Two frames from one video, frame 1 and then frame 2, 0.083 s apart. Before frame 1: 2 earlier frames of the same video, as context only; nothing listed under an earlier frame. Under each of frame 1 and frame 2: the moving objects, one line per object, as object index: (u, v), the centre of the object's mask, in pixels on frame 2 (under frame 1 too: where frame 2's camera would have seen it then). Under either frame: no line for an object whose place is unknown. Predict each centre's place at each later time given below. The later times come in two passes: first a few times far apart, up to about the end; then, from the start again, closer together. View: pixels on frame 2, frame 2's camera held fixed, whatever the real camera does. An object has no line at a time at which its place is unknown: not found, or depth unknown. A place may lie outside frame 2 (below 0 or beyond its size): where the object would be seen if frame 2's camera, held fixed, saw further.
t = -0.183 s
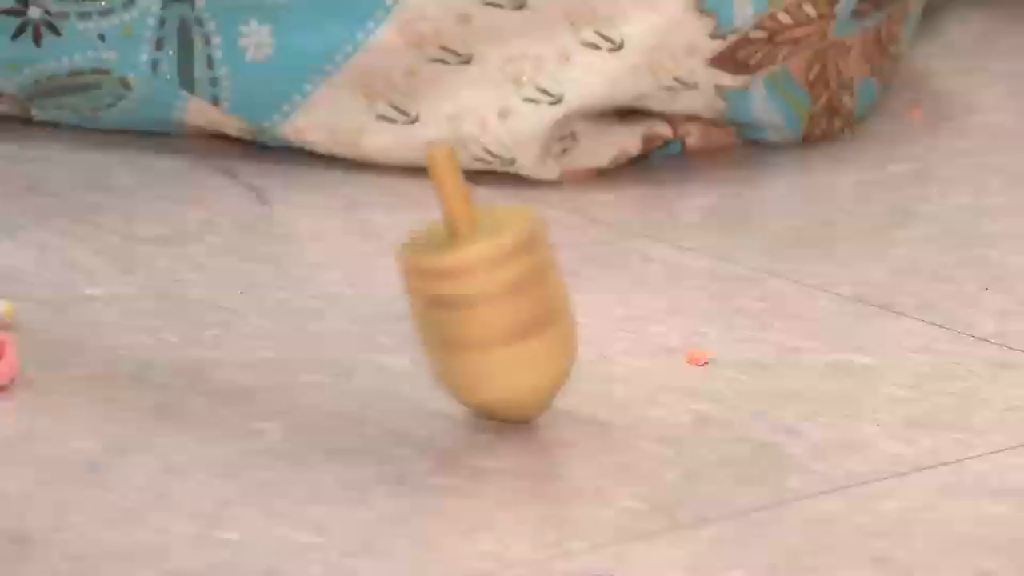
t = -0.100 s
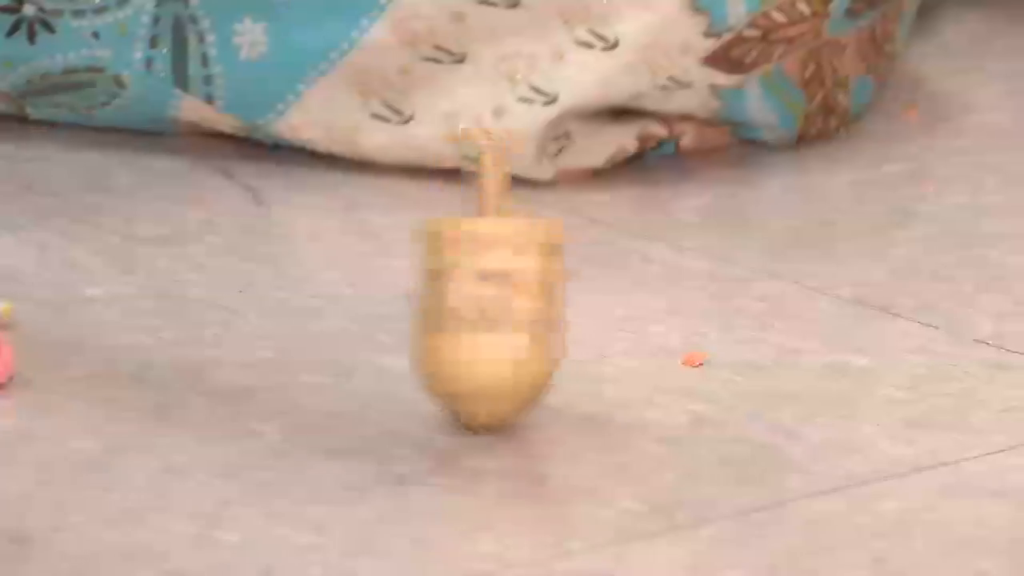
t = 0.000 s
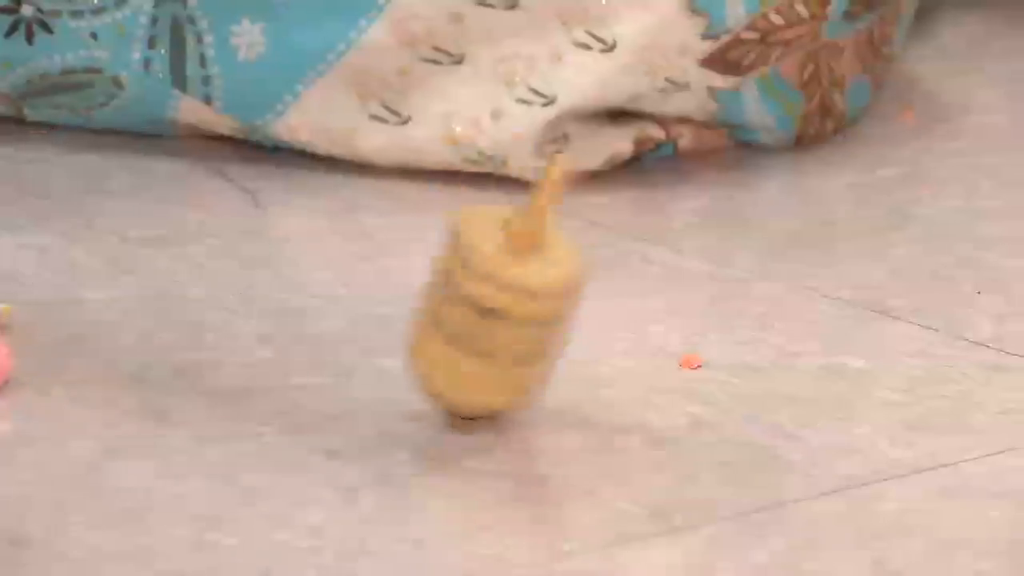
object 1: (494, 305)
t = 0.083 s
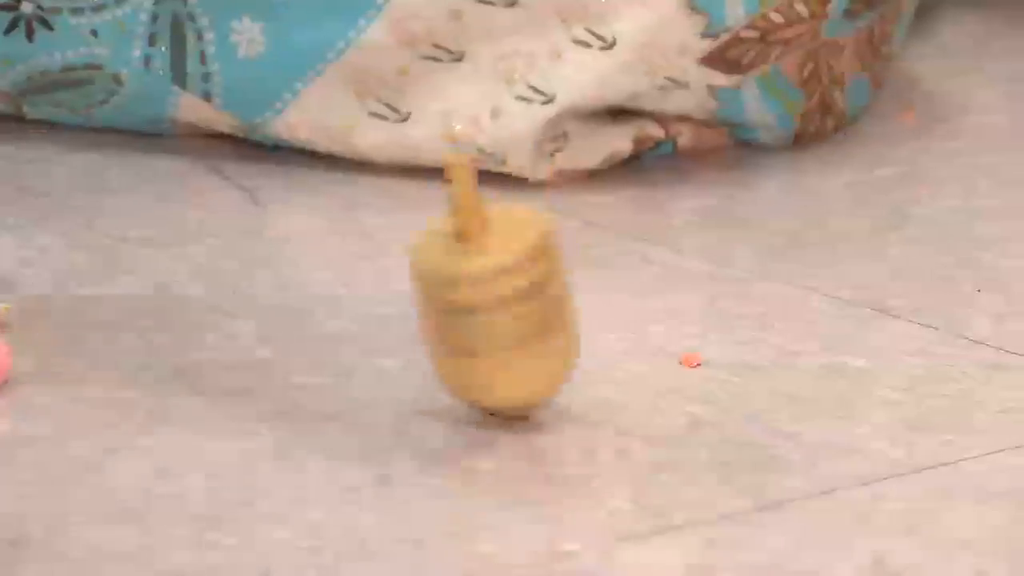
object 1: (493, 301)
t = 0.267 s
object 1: (519, 295)
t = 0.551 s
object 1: (545, 294)
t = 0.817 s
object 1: (587, 290)
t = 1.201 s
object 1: (669, 270)
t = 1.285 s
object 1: (696, 271)
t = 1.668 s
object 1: (821, 267)
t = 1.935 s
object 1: (983, 280)
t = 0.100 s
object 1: (494, 298)
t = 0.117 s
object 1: (498, 298)
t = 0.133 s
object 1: (497, 299)
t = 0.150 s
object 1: (501, 299)
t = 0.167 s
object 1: (503, 300)
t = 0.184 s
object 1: (505, 300)
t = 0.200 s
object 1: (510, 301)
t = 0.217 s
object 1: (512, 298)
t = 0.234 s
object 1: (514, 299)
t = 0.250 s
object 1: (515, 299)
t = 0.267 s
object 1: (519, 295)
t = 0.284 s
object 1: (519, 296)
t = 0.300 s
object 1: (519, 295)
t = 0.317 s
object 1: (519, 296)
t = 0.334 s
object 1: (516, 295)
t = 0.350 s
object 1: (517, 294)
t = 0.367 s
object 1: (517, 295)
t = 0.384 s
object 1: (517, 295)
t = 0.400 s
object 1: (521, 294)
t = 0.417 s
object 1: (520, 295)
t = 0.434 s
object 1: (524, 296)
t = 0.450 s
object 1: (527, 296)
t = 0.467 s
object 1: (530, 295)
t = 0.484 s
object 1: (535, 294)
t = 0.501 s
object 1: (538, 295)
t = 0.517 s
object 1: (542, 295)
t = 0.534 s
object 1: (543, 298)
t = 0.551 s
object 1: (545, 294)
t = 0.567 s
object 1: (547, 294)
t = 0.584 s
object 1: (547, 292)
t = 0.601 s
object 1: (547, 292)
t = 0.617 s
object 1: (546, 291)
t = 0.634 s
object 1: (545, 288)
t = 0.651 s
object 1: (547, 288)
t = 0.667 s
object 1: (549, 287)
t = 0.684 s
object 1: (552, 286)
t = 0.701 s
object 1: (557, 289)
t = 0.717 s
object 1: (559, 286)
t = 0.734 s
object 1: (564, 286)
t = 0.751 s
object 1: (569, 286)
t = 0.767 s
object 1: (573, 285)
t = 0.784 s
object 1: (580, 289)
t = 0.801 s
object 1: (581, 290)
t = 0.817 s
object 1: (587, 290)
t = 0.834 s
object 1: (590, 292)
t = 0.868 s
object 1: (593, 285)
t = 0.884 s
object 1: (591, 284)
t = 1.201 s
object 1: (669, 270)
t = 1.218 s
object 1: (674, 270)
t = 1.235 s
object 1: (680, 270)
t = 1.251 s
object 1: (684, 268)
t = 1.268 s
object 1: (689, 267)
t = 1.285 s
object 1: (696, 271)
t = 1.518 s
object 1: (773, 270)
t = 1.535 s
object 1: (781, 271)
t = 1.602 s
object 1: (797, 276)
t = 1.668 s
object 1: (821, 267)
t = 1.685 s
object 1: (826, 271)
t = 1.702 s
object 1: (832, 270)
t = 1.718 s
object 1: (836, 271)
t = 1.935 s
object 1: (983, 280)
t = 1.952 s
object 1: (994, 283)
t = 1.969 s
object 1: (1004, 286)
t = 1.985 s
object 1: (1013, 289)
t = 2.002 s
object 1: (1019, 292)
